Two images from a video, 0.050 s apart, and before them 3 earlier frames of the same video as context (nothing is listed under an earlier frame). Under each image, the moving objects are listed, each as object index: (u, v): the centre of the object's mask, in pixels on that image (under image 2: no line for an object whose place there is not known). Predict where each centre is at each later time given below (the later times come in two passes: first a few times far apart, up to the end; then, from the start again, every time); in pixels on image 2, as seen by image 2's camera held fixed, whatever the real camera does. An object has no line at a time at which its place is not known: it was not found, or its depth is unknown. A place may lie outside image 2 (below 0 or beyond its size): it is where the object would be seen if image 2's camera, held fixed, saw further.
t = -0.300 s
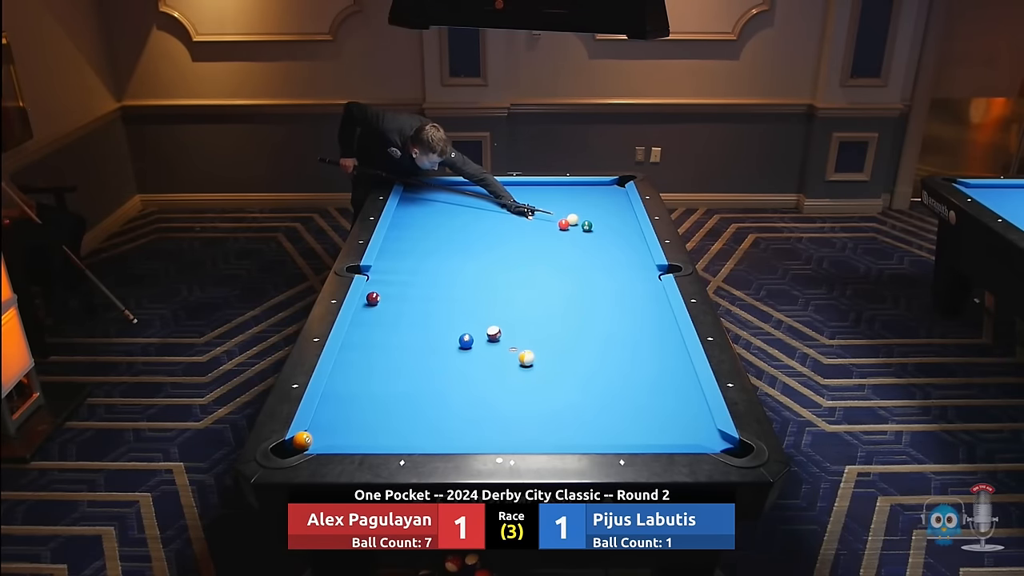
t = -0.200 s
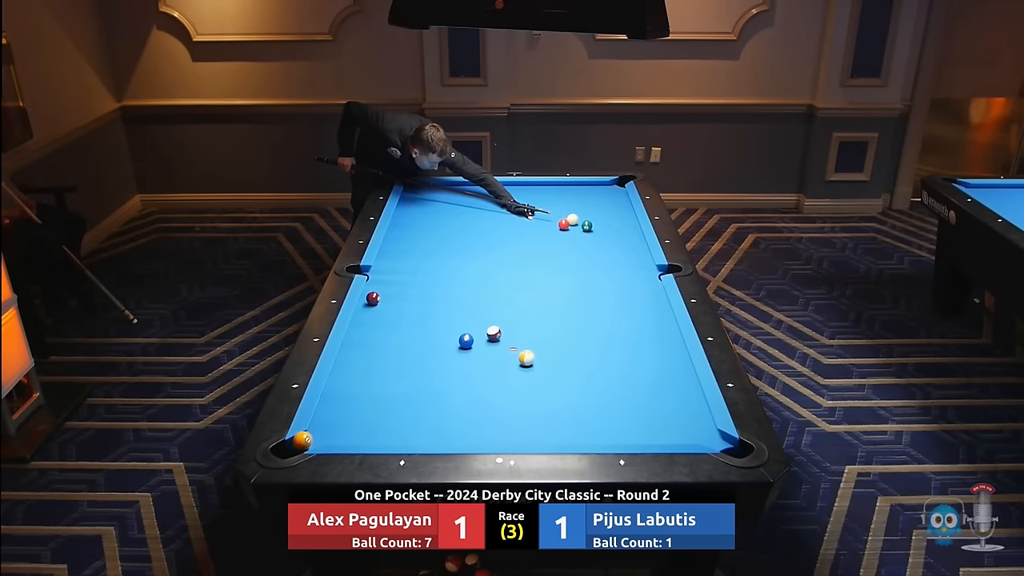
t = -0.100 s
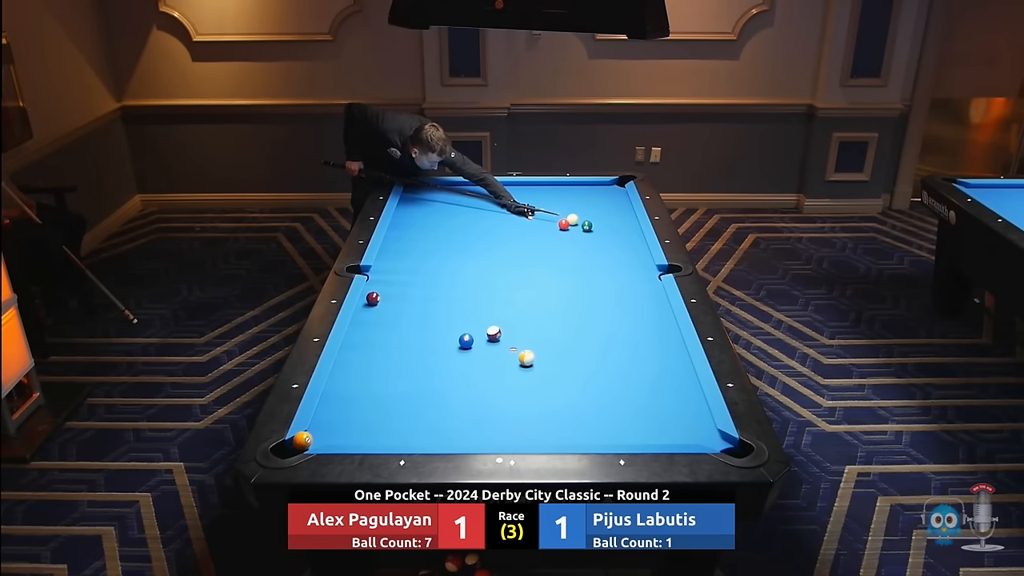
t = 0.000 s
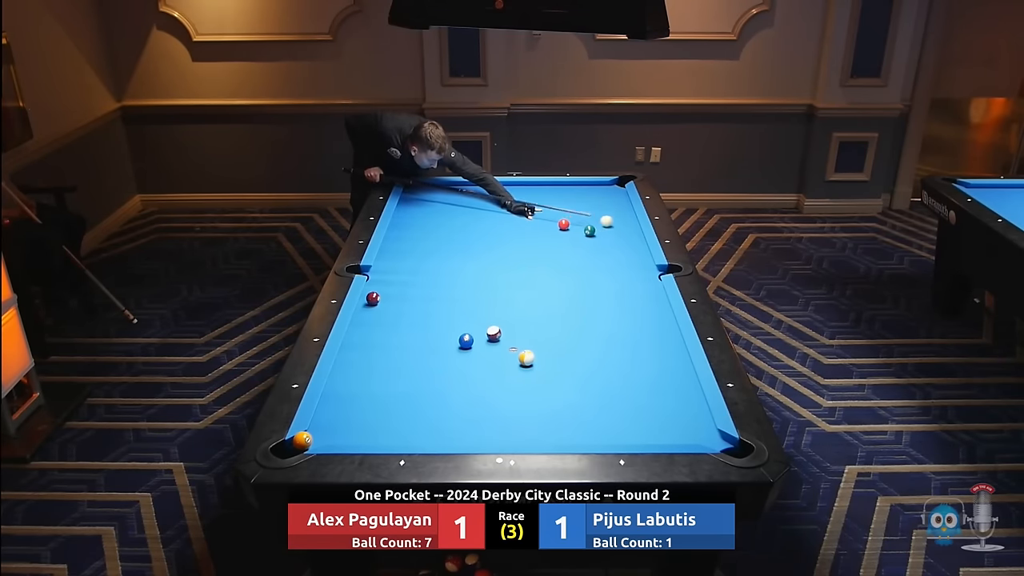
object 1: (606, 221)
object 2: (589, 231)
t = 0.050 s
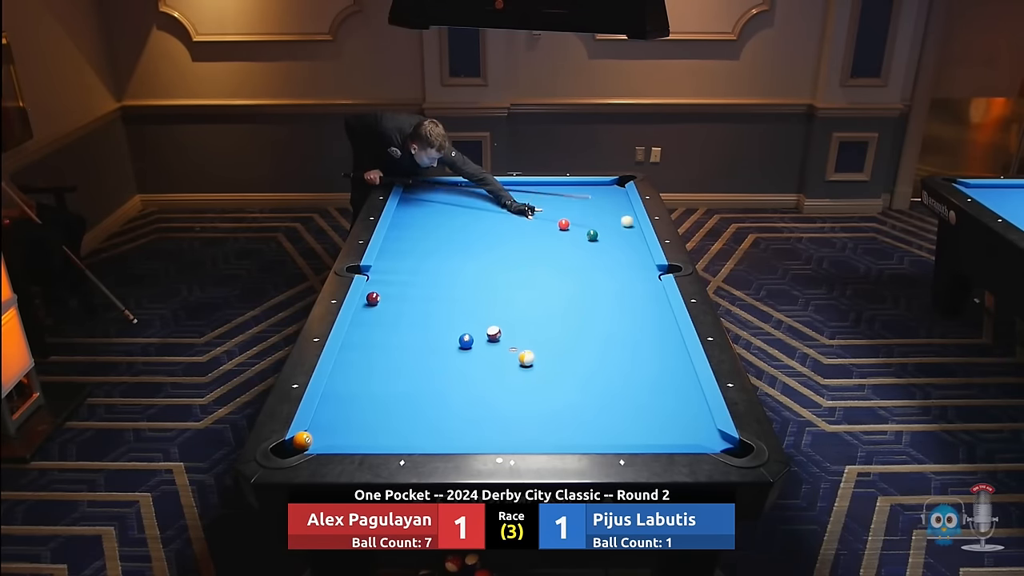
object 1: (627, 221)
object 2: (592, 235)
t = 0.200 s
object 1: (594, 220)
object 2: (599, 247)
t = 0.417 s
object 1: (542, 219)
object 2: (609, 263)
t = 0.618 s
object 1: (499, 219)
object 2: (620, 279)
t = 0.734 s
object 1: (474, 219)
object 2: (626, 289)
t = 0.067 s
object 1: (633, 221)
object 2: (593, 237)
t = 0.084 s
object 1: (629, 221)
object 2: (594, 238)
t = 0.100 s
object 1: (624, 221)
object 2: (594, 239)
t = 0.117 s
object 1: (619, 221)
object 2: (595, 241)
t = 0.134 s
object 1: (613, 221)
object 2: (596, 242)
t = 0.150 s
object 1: (608, 221)
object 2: (597, 243)
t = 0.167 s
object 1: (603, 220)
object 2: (598, 244)
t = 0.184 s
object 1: (598, 220)
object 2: (598, 245)
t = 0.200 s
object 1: (594, 220)
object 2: (599, 247)
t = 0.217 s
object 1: (589, 220)
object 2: (600, 248)
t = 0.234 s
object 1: (585, 220)
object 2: (601, 249)
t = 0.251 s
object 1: (580, 220)
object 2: (601, 250)
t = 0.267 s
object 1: (576, 220)
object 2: (602, 252)
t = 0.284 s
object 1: (573, 219)
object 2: (603, 253)
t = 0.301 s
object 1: (569, 218)
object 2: (604, 254)
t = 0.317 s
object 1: (565, 217)
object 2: (604, 255)
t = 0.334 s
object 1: (559, 218)
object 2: (605, 256)
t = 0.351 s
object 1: (556, 219)
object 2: (606, 258)
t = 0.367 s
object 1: (553, 219)
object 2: (607, 259)
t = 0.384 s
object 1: (550, 219)
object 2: (608, 260)
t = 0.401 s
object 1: (546, 219)
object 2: (608, 262)
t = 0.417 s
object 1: (542, 219)
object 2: (609, 263)
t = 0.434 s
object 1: (539, 219)
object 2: (610, 264)
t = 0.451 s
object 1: (535, 219)
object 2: (611, 266)
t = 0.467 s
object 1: (532, 219)
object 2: (612, 267)
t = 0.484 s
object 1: (528, 219)
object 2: (613, 268)
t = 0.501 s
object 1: (524, 219)
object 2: (613, 270)
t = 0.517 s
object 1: (520, 219)
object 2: (614, 271)
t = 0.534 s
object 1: (517, 219)
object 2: (615, 272)
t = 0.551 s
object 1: (514, 219)
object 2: (616, 274)
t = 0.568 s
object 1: (510, 219)
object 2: (617, 275)
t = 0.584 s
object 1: (506, 219)
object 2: (618, 276)
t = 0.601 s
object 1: (503, 219)
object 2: (619, 278)
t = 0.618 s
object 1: (499, 219)
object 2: (620, 279)
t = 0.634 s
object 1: (496, 219)
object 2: (620, 281)
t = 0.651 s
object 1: (492, 219)
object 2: (621, 282)
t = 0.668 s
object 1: (489, 219)
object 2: (622, 283)
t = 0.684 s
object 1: (485, 219)
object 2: (623, 285)
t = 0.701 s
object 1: (481, 219)
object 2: (624, 286)
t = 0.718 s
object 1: (478, 219)
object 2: (625, 288)
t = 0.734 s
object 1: (474, 219)
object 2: (626, 289)
